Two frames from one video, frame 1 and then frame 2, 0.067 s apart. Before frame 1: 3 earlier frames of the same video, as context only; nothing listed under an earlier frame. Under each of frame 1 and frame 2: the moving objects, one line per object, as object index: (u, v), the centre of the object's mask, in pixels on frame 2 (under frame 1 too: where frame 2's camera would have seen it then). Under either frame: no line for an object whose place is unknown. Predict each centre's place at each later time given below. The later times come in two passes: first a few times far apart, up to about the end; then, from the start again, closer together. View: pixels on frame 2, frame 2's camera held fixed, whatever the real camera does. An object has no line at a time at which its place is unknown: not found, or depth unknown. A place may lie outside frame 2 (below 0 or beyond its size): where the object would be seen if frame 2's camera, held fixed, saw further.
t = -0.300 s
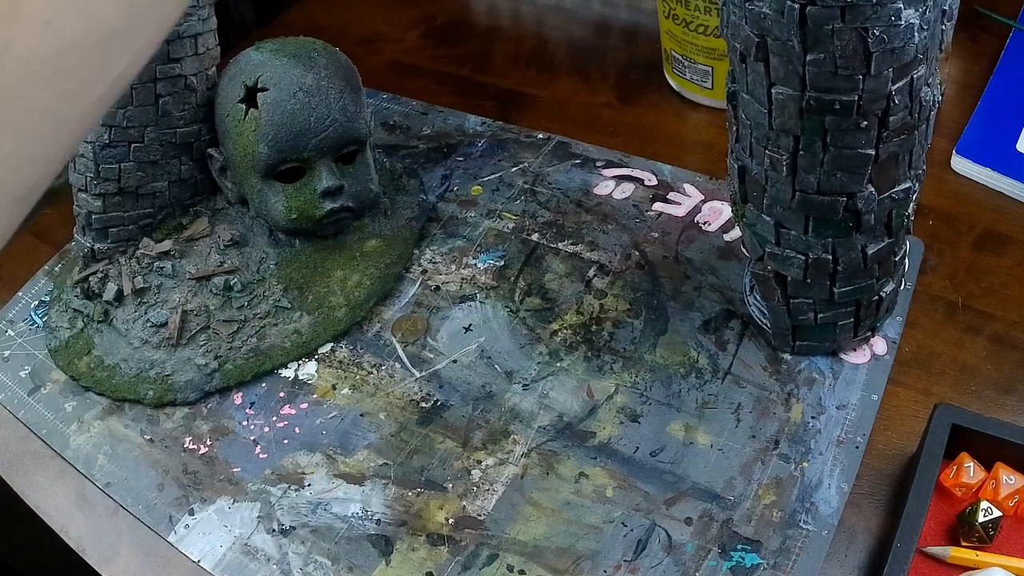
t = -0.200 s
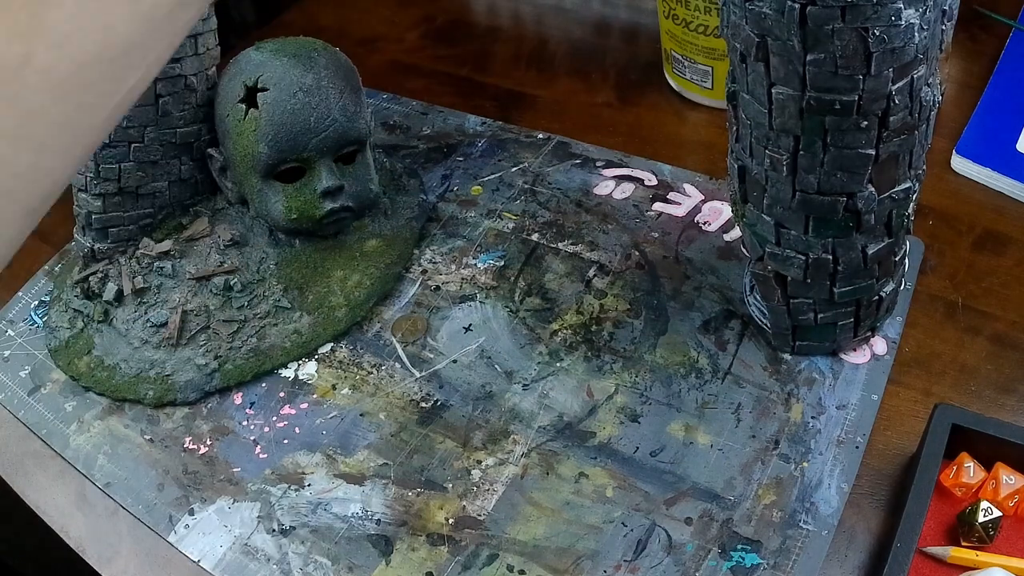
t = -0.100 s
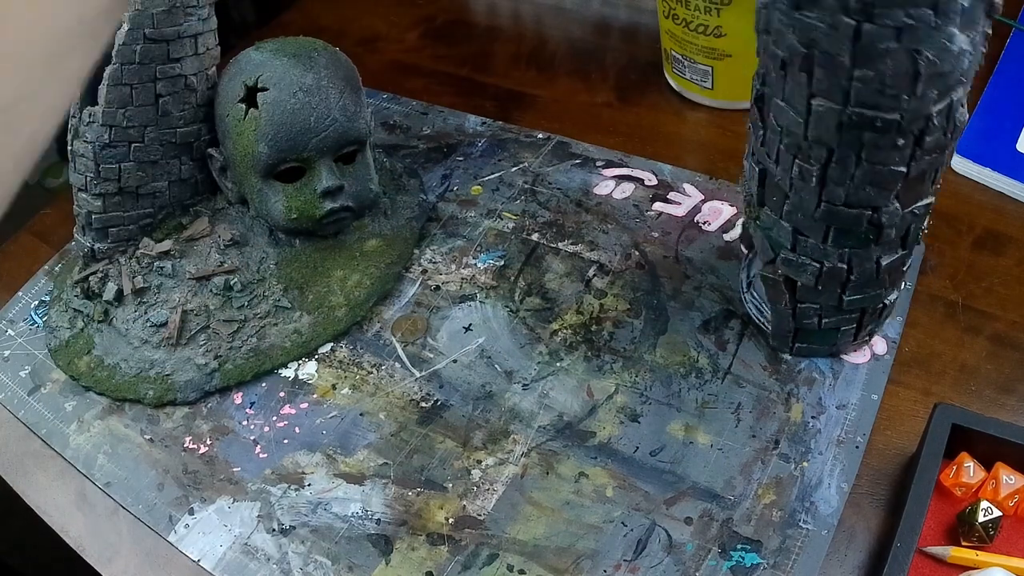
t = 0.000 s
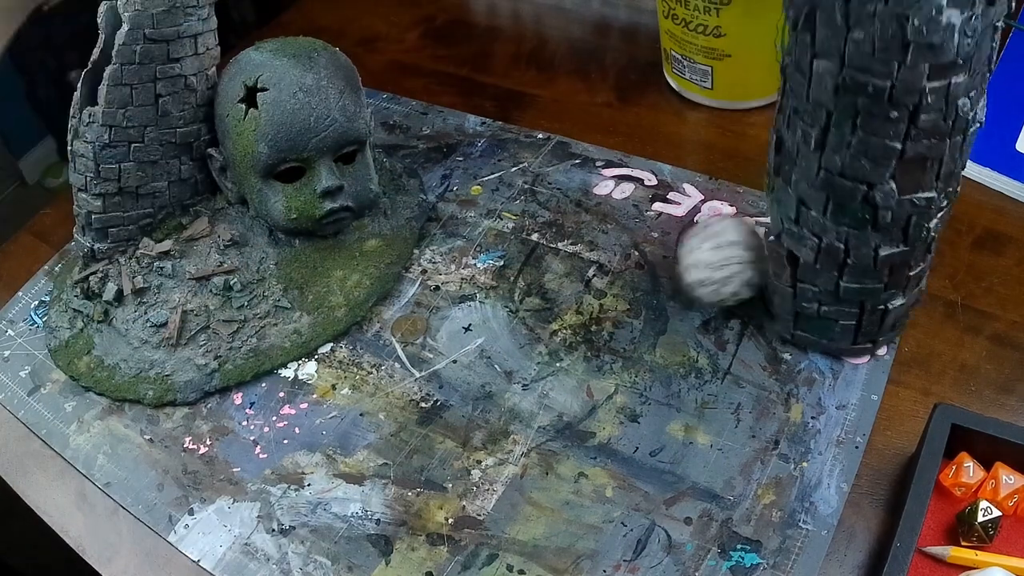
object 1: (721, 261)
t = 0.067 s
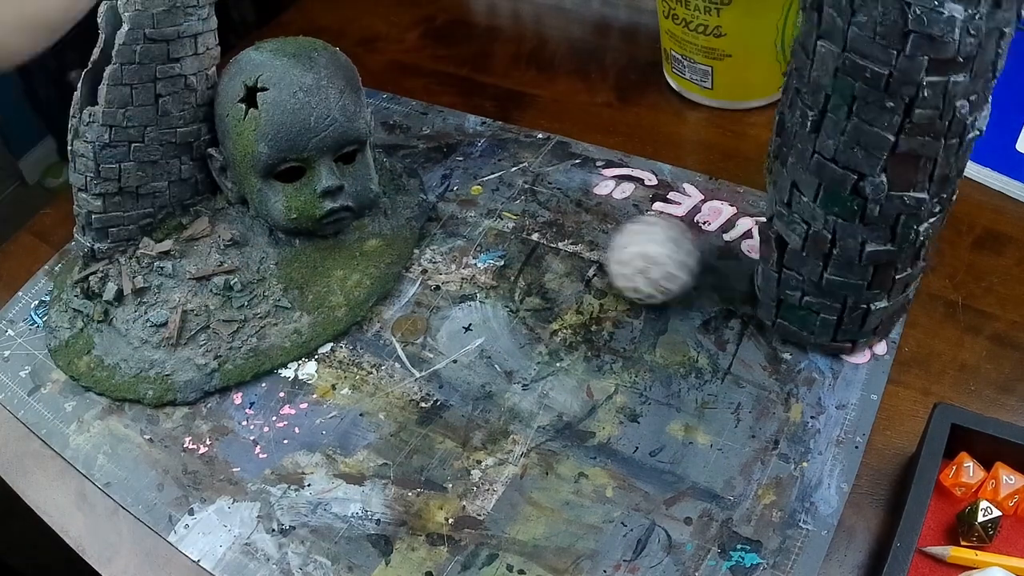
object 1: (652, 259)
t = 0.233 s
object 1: (488, 240)
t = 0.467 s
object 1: (393, 212)
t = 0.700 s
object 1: (418, 221)
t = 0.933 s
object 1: (523, 212)
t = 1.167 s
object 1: (619, 195)
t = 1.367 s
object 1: (692, 184)
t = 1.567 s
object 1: (729, 166)
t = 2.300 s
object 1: (952, 92)
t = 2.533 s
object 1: (957, 95)
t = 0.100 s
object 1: (618, 255)
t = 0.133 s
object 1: (582, 251)
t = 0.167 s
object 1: (550, 248)
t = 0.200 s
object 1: (519, 244)
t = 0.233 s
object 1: (488, 240)
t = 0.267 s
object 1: (459, 235)
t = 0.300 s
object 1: (433, 231)
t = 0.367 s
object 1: (404, 215)
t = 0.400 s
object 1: (396, 212)
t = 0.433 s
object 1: (393, 211)
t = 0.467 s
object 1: (393, 212)
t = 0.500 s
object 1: (392, 213)
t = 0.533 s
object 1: (392, 214)
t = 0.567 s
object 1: (393, 216)
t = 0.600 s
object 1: (396, 216)
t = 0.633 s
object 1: (400, 217)
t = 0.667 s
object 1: (407, 218)
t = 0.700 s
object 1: (418, 221)
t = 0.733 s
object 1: (434, 226)
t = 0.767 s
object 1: (450, 224)
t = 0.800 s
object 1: (466, 222)
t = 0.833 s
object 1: (481, 219)
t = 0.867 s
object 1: (495, 217)
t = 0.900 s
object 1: (509, 214)
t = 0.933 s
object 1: (523, 212)
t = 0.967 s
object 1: (538, 209)
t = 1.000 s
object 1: (552, 207)
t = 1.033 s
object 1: (565, 204)
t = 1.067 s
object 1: (579, 202)
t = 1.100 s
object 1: (593, 200)
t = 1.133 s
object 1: (605, 197)
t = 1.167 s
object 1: (619, 195)
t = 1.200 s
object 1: (630, 194)
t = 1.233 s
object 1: (644, 192)
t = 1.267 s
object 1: (657, 191)
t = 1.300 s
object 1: (669, 189)
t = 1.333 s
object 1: (680, 187)
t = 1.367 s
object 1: (692, 184)
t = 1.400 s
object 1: (703, 182)
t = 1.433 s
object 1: (710, 178)
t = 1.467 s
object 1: (717, 175)
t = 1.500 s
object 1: (722, 171)
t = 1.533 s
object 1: (726, 169)
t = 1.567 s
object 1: (729, 166)
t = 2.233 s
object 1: (951, 91)
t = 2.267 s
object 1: (950, 92)
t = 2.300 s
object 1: (952, 92)
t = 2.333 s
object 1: (957, 93)
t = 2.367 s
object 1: (958, 94)
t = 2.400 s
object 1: (960, 94)
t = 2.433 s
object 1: (960, 95)
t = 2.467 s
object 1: (959, 94)
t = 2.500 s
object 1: (959, 95)
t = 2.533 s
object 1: (957, 95)
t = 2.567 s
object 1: (956, 95)
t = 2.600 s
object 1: (955, 95)
